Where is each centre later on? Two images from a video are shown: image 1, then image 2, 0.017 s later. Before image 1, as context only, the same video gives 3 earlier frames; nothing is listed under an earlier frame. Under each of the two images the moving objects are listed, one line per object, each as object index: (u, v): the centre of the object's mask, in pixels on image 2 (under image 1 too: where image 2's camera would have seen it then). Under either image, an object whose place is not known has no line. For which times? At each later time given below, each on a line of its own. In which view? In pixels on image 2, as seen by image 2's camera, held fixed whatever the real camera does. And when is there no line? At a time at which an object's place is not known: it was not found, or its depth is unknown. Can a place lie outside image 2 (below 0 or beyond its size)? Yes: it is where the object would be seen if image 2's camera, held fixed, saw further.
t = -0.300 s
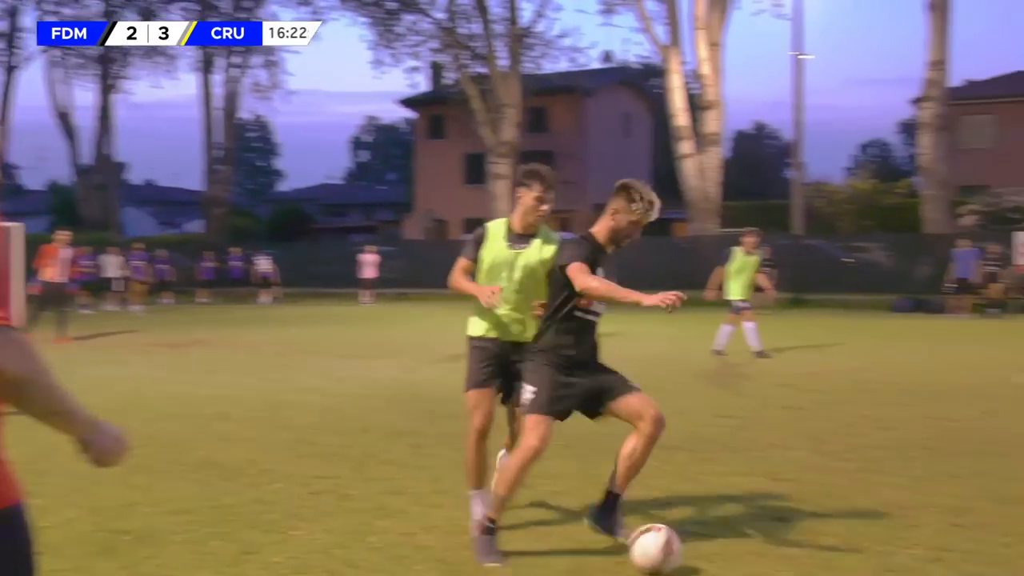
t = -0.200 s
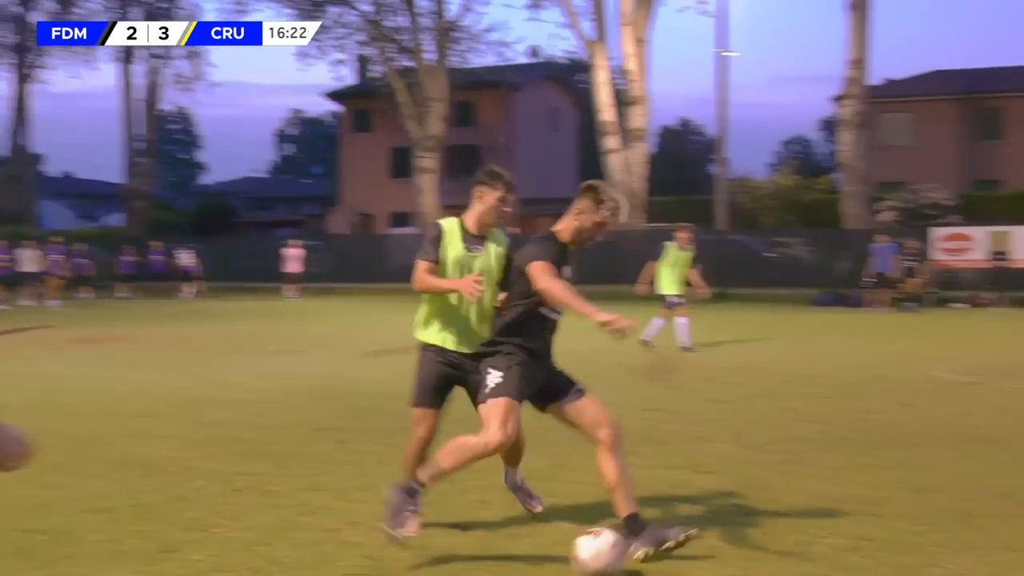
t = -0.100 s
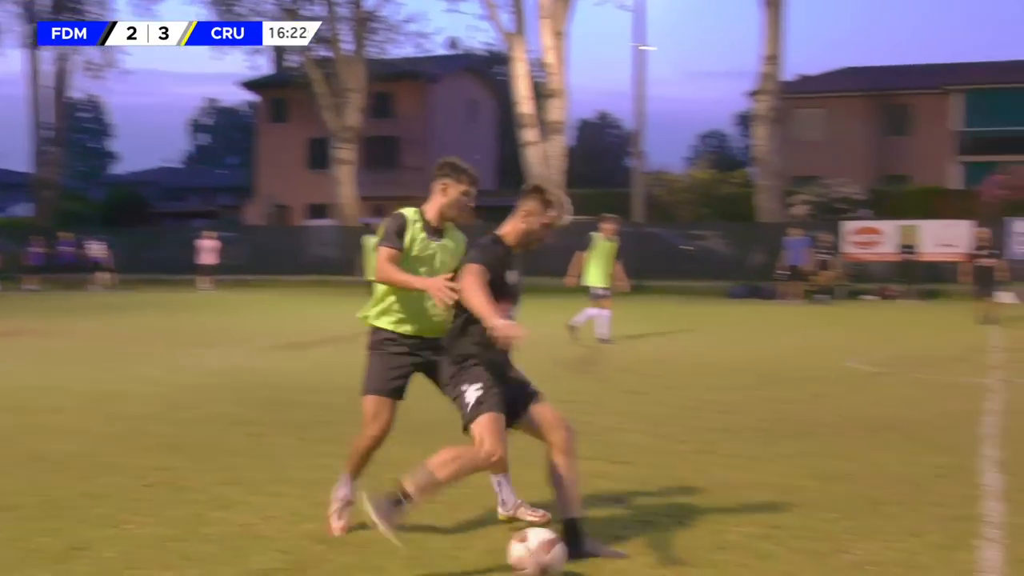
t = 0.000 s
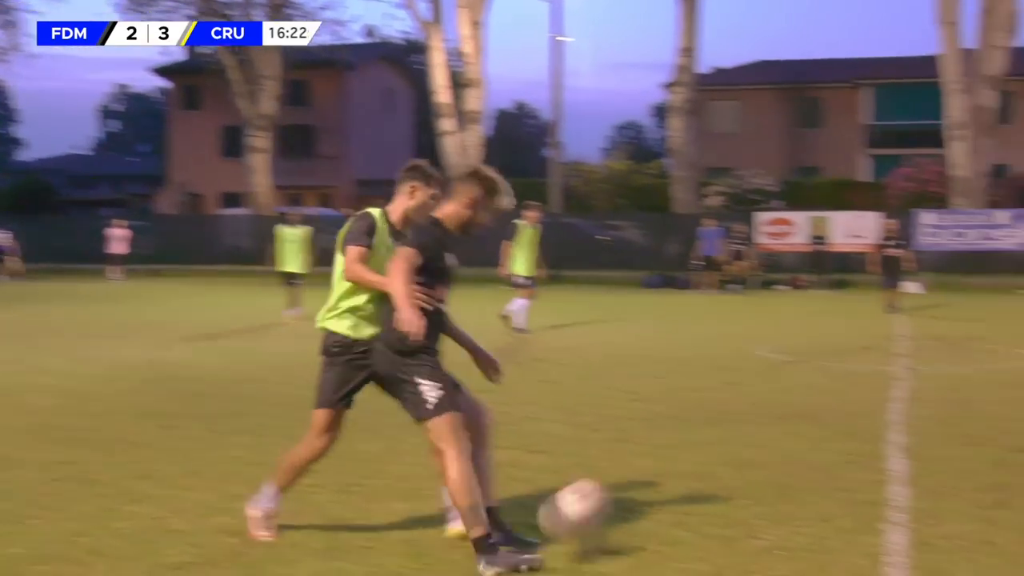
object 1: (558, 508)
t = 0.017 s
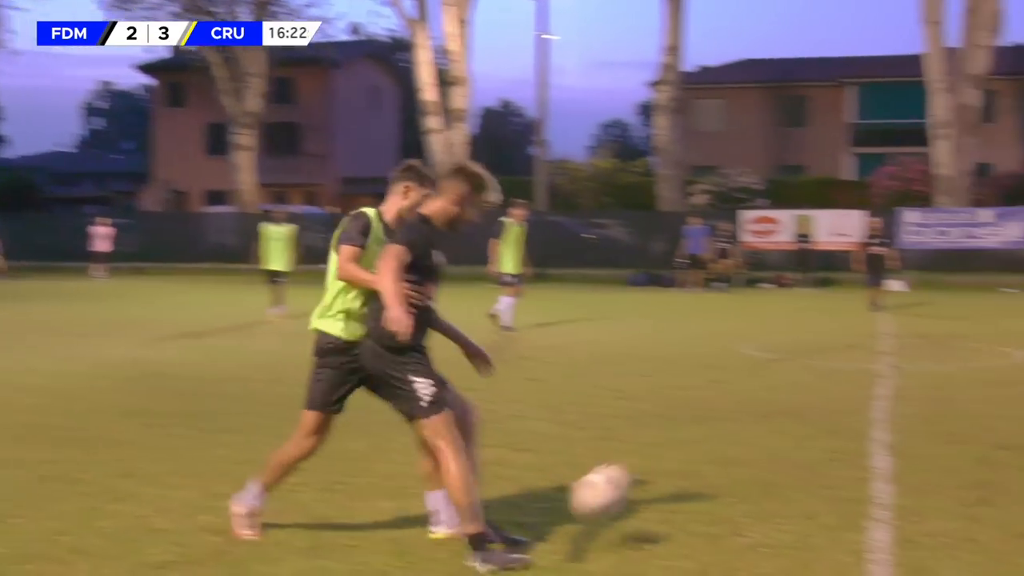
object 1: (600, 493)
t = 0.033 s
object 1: (639, 479)
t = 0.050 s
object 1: (677, 466)
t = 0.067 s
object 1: (713, 455)
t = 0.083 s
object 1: (746, 446)
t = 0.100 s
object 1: (780, 437)
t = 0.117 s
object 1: (811, 430)
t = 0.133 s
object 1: (840, 422)
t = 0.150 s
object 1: (870, 416)
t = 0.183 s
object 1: (922, 404)
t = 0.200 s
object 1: (946, 399)
